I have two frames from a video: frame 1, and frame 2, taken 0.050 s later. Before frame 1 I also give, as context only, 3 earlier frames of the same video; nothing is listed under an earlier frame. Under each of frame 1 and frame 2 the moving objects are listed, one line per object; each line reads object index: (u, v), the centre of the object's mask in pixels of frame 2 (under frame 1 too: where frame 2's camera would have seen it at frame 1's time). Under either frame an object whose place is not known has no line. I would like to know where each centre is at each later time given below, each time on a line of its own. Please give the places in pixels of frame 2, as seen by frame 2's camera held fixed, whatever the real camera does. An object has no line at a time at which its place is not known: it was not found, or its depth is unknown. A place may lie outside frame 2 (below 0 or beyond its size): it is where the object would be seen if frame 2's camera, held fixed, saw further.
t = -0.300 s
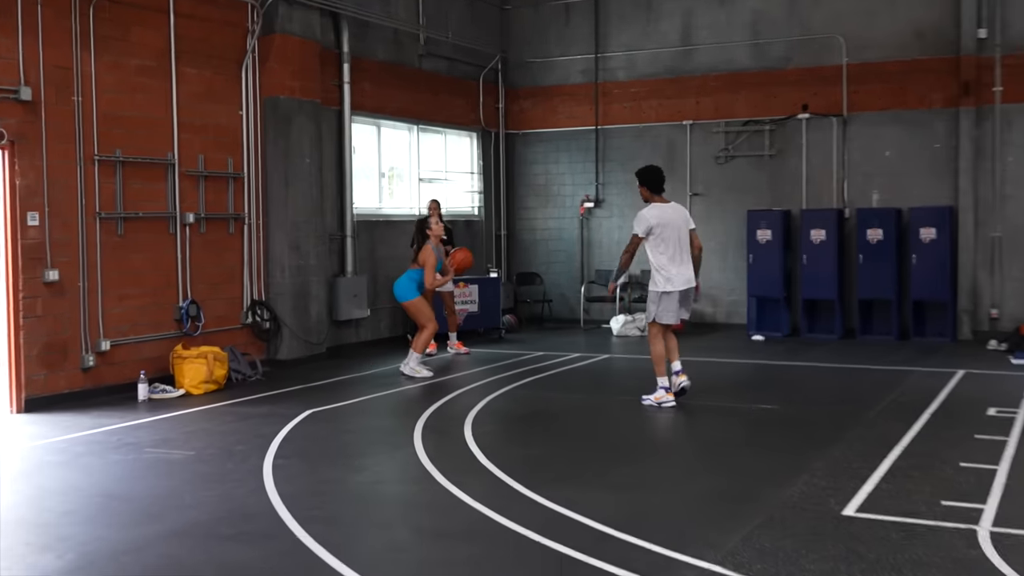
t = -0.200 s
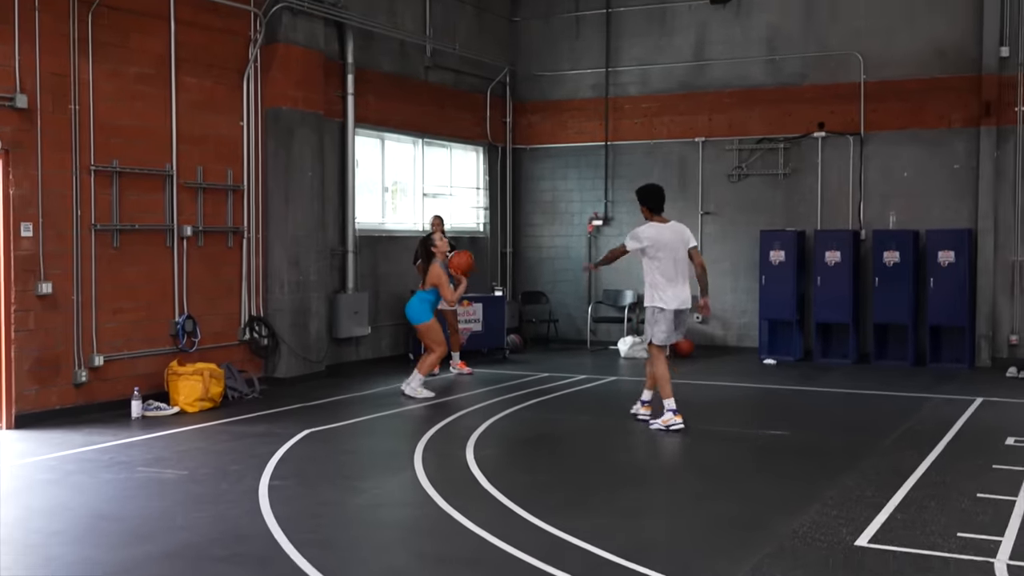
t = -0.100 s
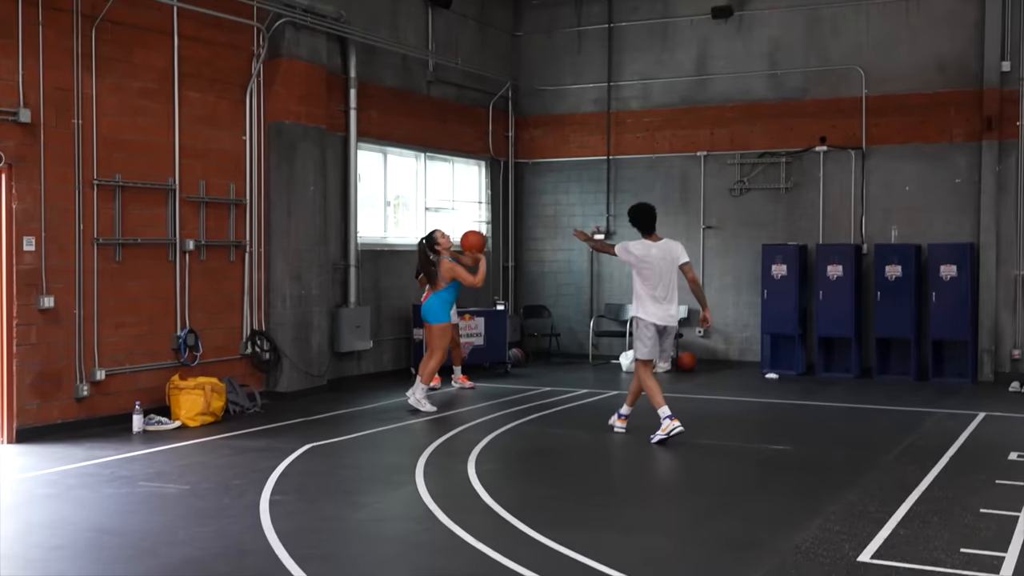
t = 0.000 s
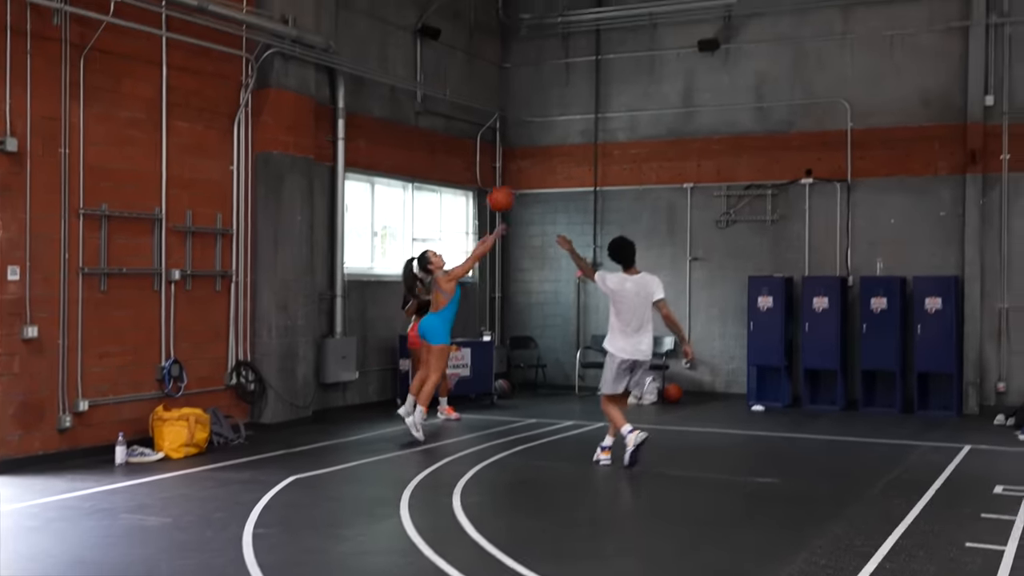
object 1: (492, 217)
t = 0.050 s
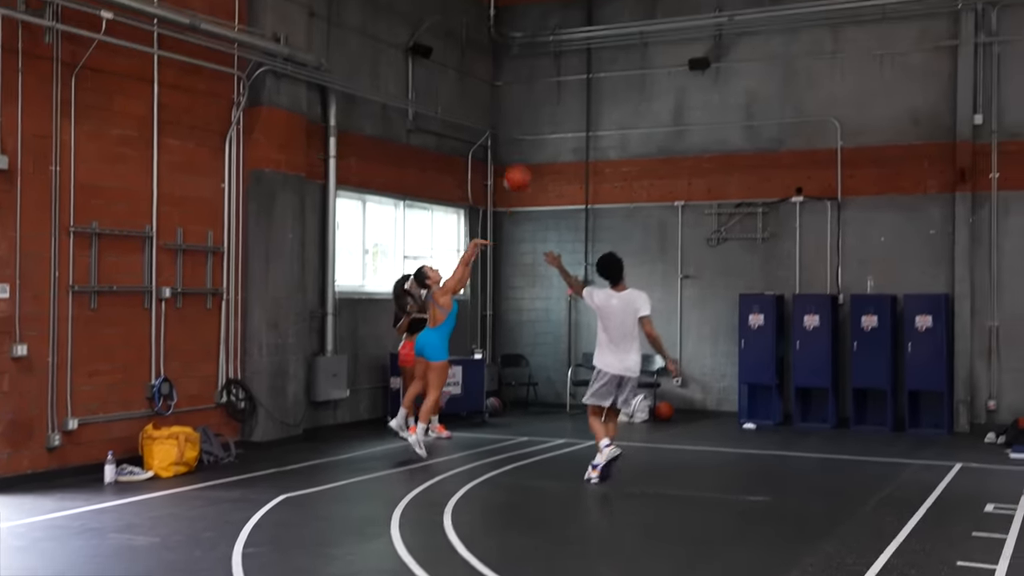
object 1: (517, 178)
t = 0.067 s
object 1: (526, 165)
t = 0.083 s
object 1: (535, 153)
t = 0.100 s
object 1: (544, 141)
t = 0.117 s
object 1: (553, 128)
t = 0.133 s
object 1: (561, 117)
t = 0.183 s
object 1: (590, 85)
